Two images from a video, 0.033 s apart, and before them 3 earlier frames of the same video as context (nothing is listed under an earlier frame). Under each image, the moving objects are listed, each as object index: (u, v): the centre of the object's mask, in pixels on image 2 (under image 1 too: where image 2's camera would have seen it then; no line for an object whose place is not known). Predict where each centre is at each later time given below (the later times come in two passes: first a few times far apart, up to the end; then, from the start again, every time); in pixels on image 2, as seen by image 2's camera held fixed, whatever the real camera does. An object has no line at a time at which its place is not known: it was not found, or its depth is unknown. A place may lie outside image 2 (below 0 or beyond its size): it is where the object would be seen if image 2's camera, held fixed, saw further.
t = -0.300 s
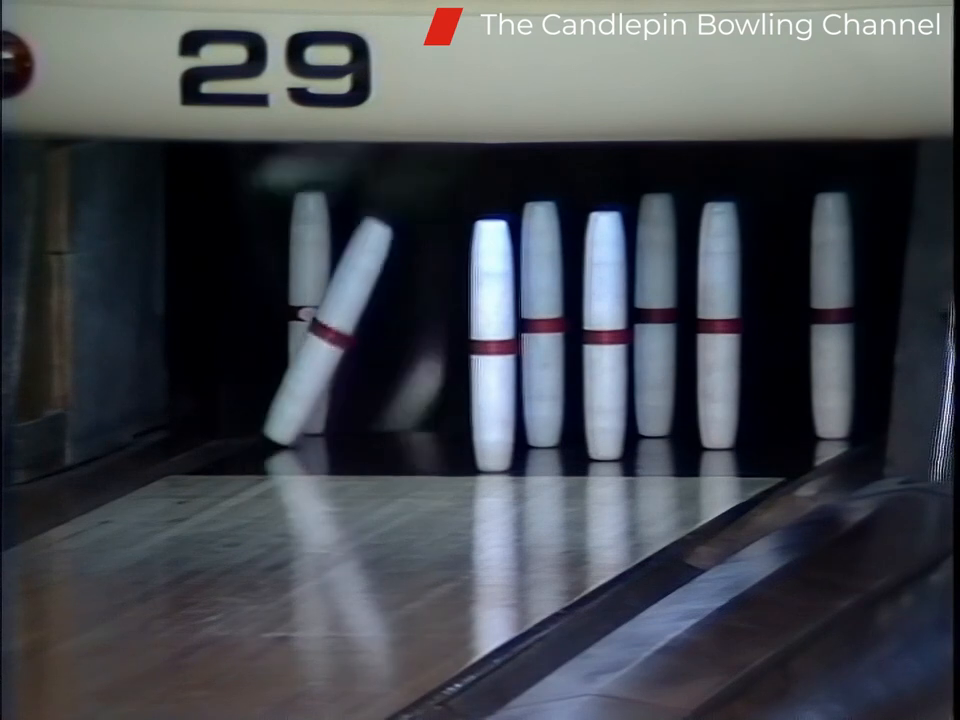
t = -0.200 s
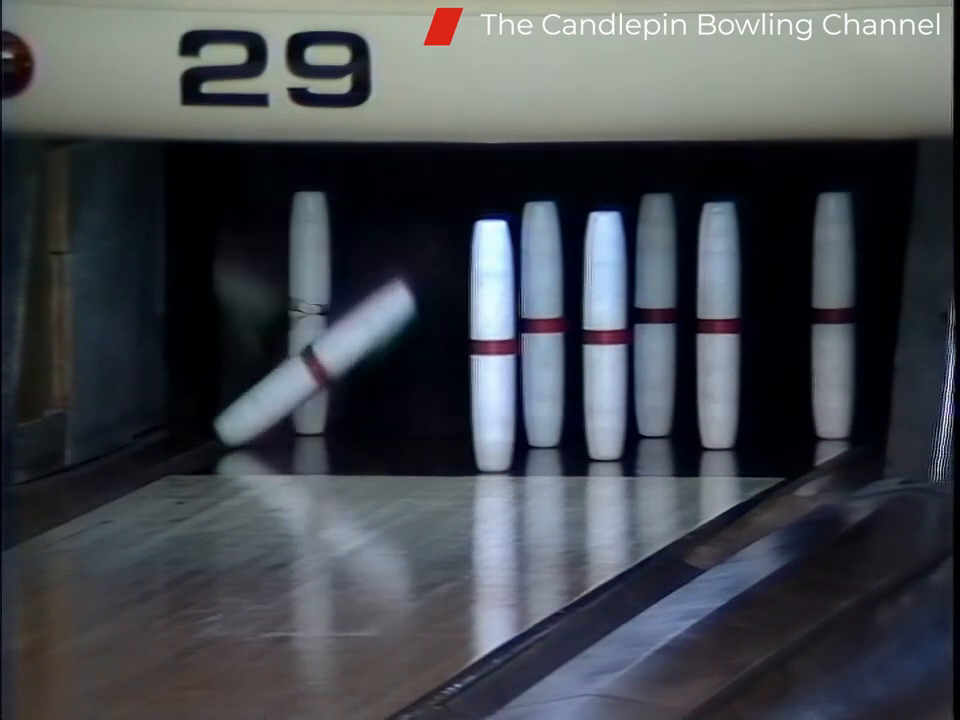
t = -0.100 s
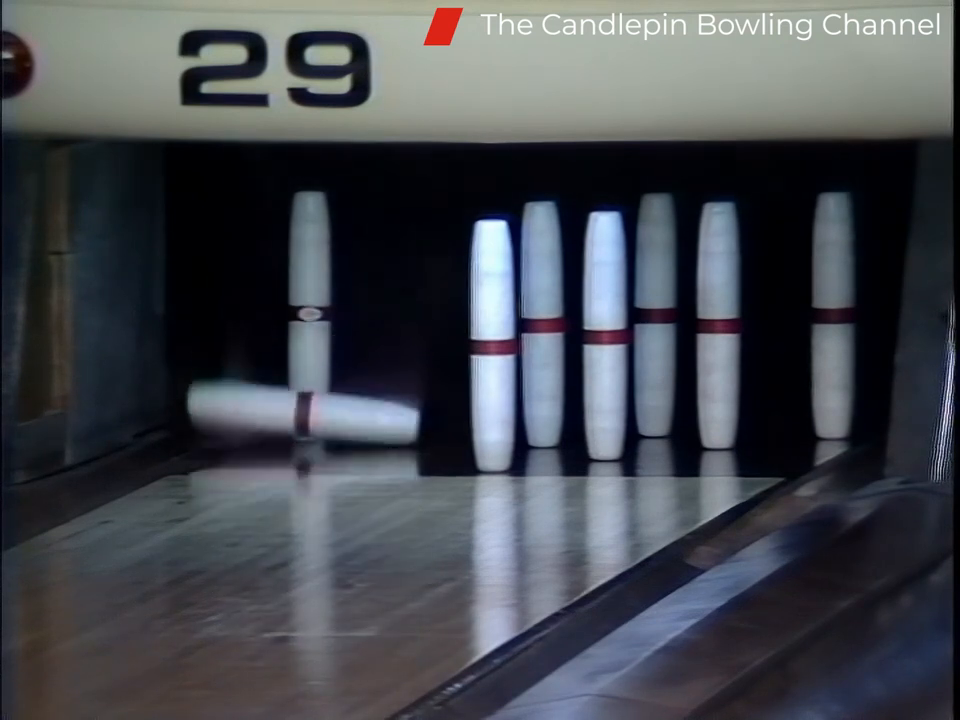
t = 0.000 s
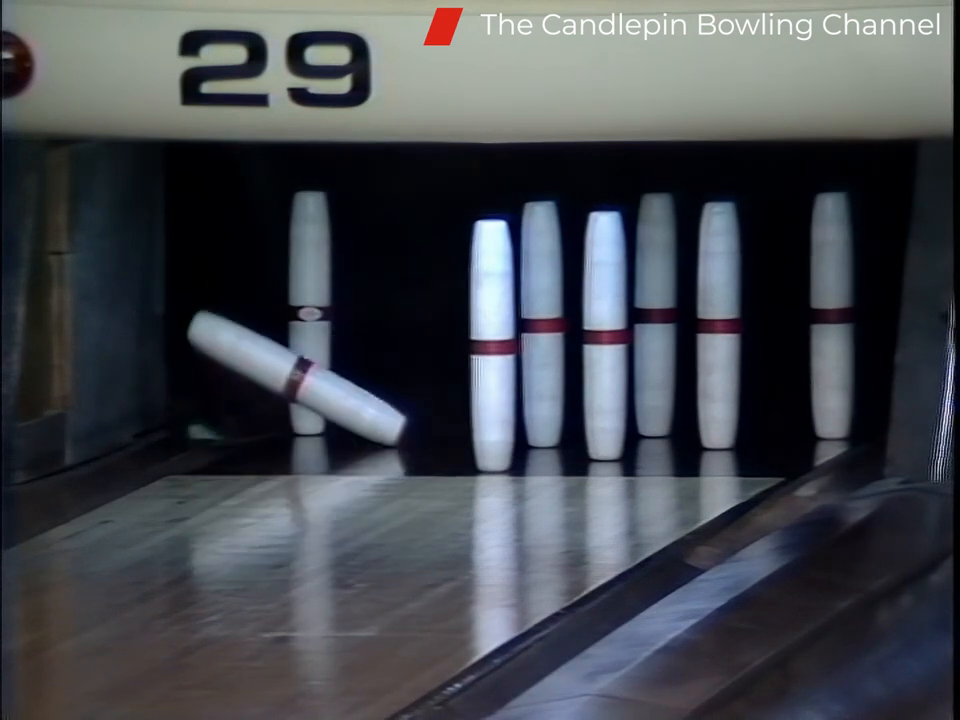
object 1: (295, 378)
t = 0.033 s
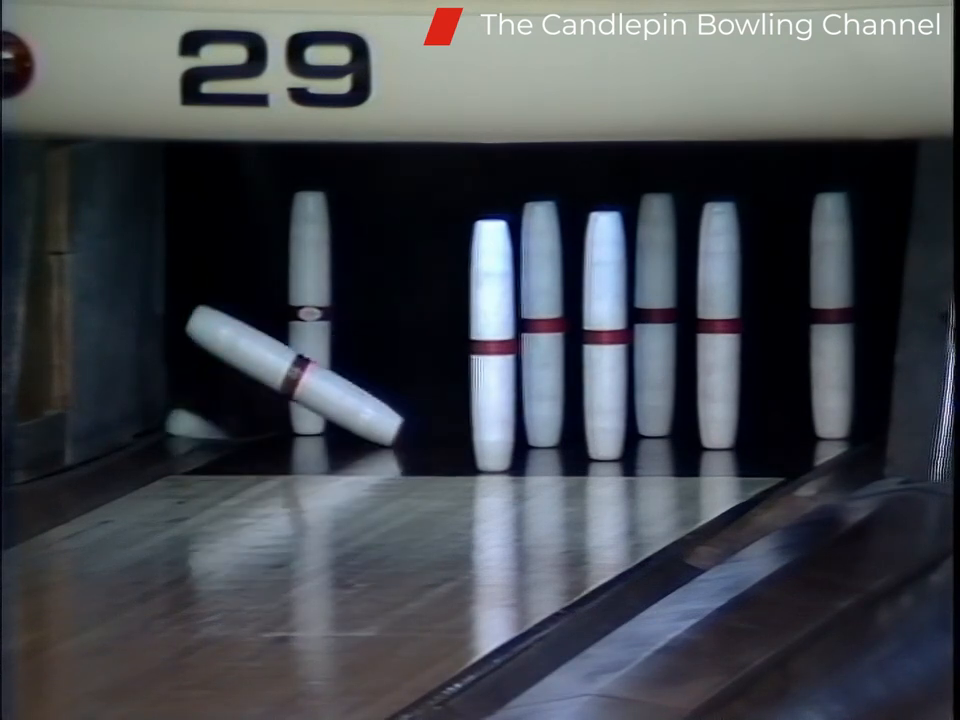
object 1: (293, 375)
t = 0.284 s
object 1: (268, 400)
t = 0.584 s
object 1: (238, 423)
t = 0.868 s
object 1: (237, 425)
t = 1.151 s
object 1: (236, 425)
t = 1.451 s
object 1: (238, 424)
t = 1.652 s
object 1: (239, 424)
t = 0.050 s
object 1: (293, 375)
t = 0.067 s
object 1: (291, 376)
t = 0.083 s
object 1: (290, 378)
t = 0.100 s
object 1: (289, 382)
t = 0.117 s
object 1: (287, 387)
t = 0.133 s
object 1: (285, 393)
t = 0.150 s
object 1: (285, 400)
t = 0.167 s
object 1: (281, 410)
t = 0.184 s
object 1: (279, 419)
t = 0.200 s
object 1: (283, 419)
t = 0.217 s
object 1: (280, 416)
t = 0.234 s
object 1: (276, 411)
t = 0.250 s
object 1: (273, 407)
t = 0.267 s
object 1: (271, 404)
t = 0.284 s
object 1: (268, 400)
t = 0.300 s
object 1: (266, 399)
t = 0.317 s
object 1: (264, 398)
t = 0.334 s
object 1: (262, 399)
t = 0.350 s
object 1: (261, 400)
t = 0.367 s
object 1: (259, 403)
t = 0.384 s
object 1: (257, 406)
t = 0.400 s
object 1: (256, 411)
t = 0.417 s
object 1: (255, 417)
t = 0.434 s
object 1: (252, 420)
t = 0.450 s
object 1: (249, 422)
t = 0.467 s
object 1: (249, 419)
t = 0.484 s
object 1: (248, 417)
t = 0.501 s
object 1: (246, 417)
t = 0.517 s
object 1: (244, 416)
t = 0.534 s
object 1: (242, 419)
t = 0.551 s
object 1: (239, 422)
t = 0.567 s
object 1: (239, 422)
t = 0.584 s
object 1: (238, 423)
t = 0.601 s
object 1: (237, 424)
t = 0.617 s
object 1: (236, 424)
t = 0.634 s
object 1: (236, 424)
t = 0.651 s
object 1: (235, 424)
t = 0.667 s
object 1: (235, 425)
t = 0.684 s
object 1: (235, 425)
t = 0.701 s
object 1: (236, 425)
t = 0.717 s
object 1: (236, 425)
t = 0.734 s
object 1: (236, 425)
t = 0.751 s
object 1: (236, 425)
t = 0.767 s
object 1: (236, 425)
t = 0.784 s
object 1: (236, 425)
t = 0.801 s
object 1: (236, 425)
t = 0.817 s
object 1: (236, 425)
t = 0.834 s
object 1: (237, 425)
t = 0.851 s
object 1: (237, 425)
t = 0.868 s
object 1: (237, 425)
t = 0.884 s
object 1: (237, 425)
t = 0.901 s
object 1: (237, 425)
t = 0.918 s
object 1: (237, 425)
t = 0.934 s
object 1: (237, 425)
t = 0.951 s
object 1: (237, 425)
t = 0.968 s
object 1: (237, 425)
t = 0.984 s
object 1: (237, 425)
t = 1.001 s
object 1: (237, 425)
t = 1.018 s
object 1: (237, 425)
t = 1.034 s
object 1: (237, 425)
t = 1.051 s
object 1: (236, 425)
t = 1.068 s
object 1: (237, 425)
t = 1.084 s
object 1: (237, 425)
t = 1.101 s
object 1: (237, 425)
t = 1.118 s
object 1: (236, 425)
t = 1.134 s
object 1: (236, 425)
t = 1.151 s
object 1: (236, 425)
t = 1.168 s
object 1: (236, 425)
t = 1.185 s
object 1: (236, 425)
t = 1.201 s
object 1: (236, 425)
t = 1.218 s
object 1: (236, 425)
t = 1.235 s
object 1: (236, 425)
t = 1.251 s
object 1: (236, 425)
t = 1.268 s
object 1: (236, 425)
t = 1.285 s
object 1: (236, 425)
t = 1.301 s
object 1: (236, 425)
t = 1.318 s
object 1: (237, 425)
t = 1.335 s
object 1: (237, 425)
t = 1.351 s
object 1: (237, 424)
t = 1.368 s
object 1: (237, 424)
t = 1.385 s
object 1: (237, 425)
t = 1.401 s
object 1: (237, 425)
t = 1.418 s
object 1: (238, 424)
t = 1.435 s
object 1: (238, 424)
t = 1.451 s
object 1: (238, 424)
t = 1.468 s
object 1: (238, 424)
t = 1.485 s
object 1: (238, 424)
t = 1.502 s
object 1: (238, 424)
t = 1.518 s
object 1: (238, 424)
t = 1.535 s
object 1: (238, 424)
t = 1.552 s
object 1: (238, 424)
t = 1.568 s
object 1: (239, 424)
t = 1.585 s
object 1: (239, 424)
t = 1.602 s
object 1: (239, 424)
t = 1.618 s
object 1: (239, 424)
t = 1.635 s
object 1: (239, 424)
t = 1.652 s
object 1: (239, 424)
